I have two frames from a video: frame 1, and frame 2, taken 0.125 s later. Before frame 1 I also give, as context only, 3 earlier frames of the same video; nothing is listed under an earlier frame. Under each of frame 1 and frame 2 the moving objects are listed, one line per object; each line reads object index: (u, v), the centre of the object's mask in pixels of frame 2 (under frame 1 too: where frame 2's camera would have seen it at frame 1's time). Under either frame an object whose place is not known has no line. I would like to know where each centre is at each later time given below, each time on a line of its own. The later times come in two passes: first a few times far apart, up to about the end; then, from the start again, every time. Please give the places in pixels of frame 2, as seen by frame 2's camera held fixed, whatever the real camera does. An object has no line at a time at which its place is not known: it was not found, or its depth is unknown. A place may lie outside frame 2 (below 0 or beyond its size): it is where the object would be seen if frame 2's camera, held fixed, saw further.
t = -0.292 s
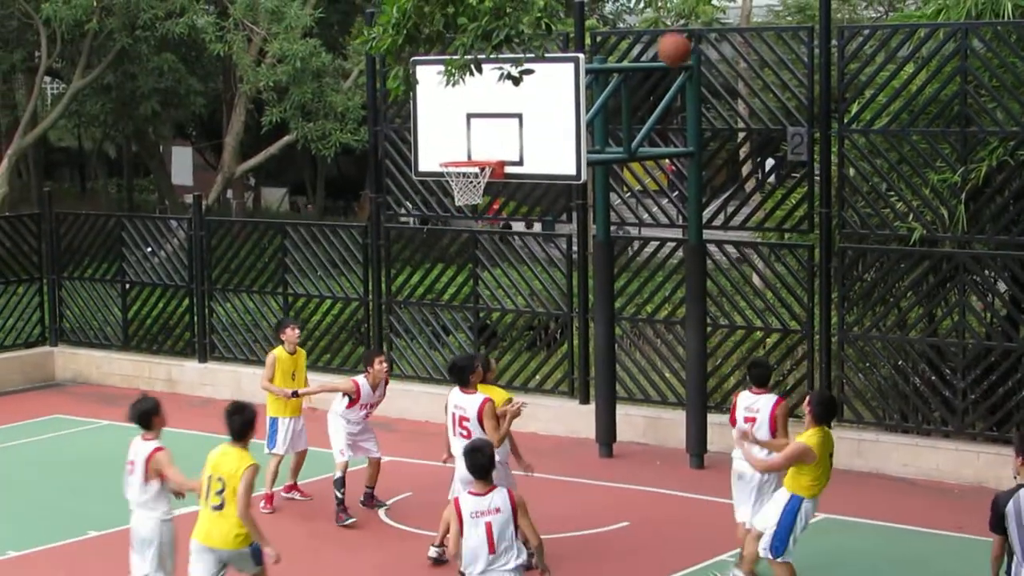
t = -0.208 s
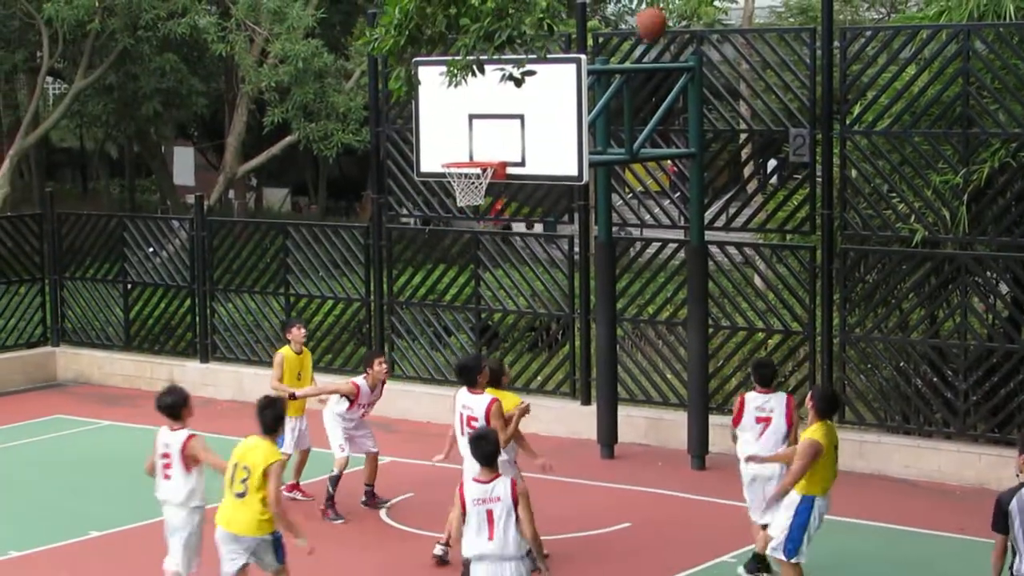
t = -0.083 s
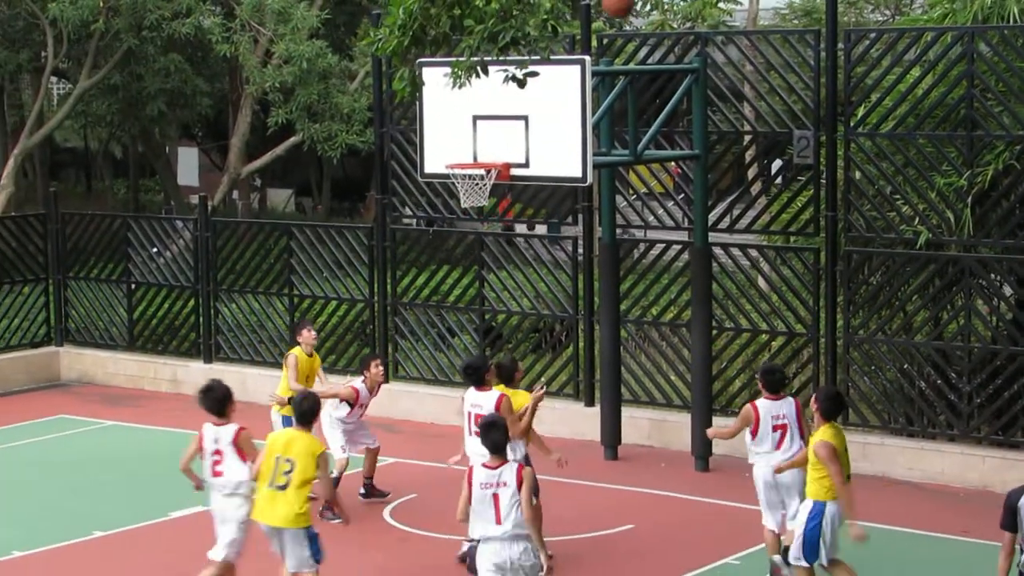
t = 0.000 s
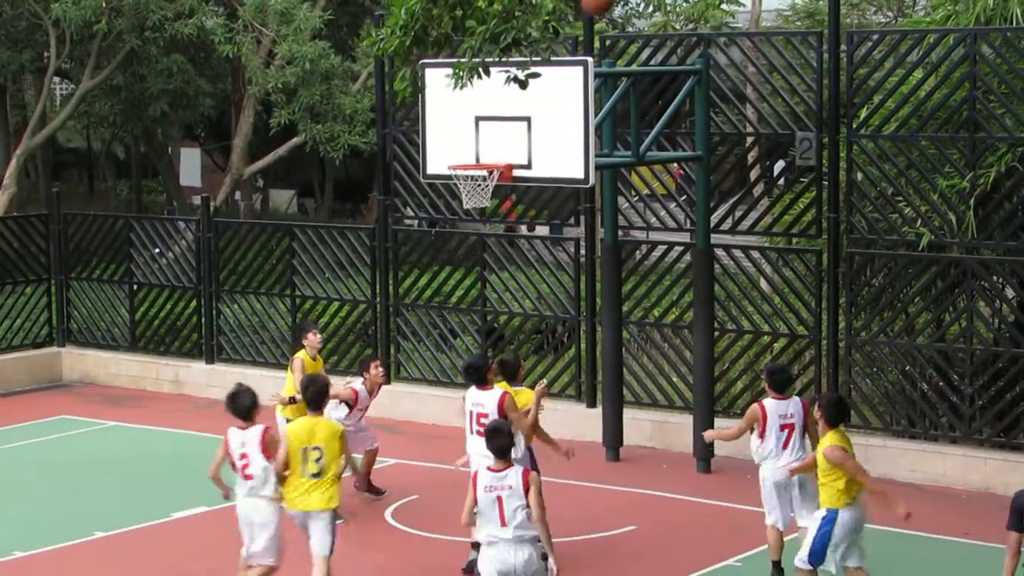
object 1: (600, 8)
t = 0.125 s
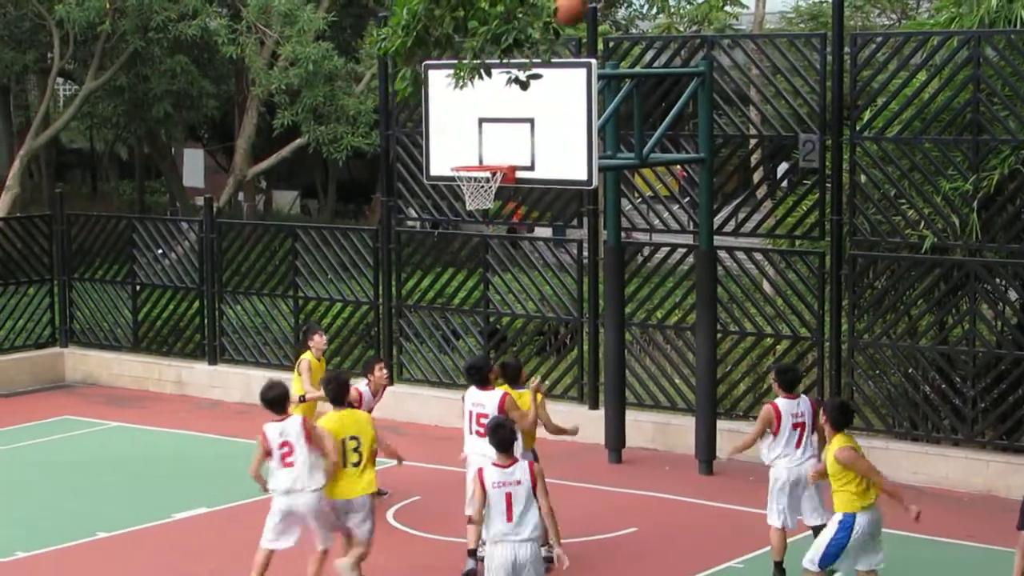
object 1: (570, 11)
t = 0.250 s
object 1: (539, 31)
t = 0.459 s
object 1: (487, 127)
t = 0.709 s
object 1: (477, 186)
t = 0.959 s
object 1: (483, 192)
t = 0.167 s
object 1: (559, 14)
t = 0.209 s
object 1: (546, 27)
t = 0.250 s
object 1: (539, 31)
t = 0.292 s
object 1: (524, 54)
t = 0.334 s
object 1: (513, 64)
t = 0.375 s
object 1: (504, 90)
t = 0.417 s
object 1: (496, 106)
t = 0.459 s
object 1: (487, 127)
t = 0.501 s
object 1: (478, 150)
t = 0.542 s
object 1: (467, 178)
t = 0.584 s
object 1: (462, 188)
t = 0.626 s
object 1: (465, 188)
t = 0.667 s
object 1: (472, 188)
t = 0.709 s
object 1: (477, 186)
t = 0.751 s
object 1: (483, 187)
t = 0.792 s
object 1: (485, 187)
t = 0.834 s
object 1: (488, 188)
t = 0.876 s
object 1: (487, 189)
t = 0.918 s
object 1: (486, 190)
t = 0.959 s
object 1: (483, 192)
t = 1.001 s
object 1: (482, 199)
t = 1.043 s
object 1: (479, 203)
